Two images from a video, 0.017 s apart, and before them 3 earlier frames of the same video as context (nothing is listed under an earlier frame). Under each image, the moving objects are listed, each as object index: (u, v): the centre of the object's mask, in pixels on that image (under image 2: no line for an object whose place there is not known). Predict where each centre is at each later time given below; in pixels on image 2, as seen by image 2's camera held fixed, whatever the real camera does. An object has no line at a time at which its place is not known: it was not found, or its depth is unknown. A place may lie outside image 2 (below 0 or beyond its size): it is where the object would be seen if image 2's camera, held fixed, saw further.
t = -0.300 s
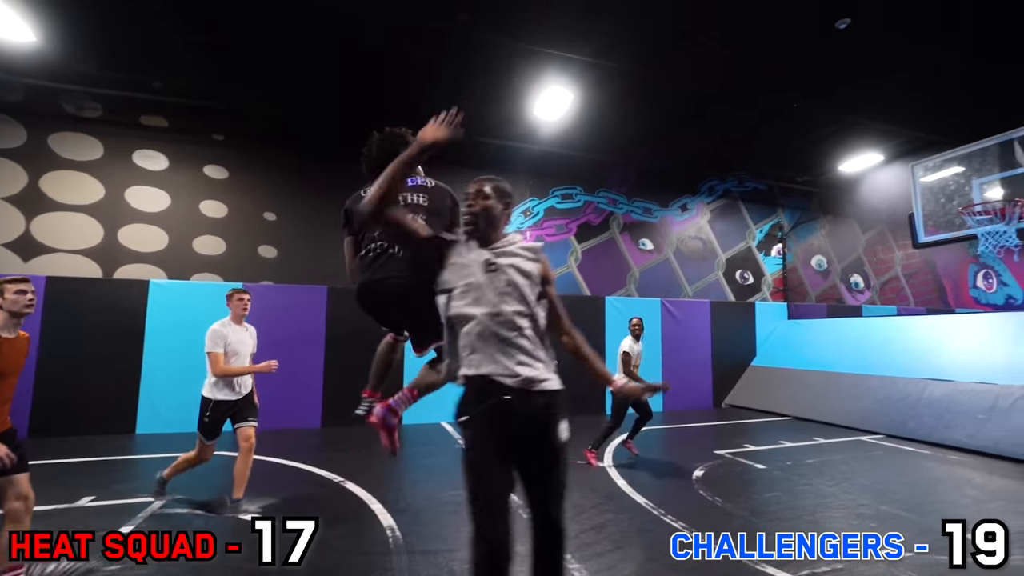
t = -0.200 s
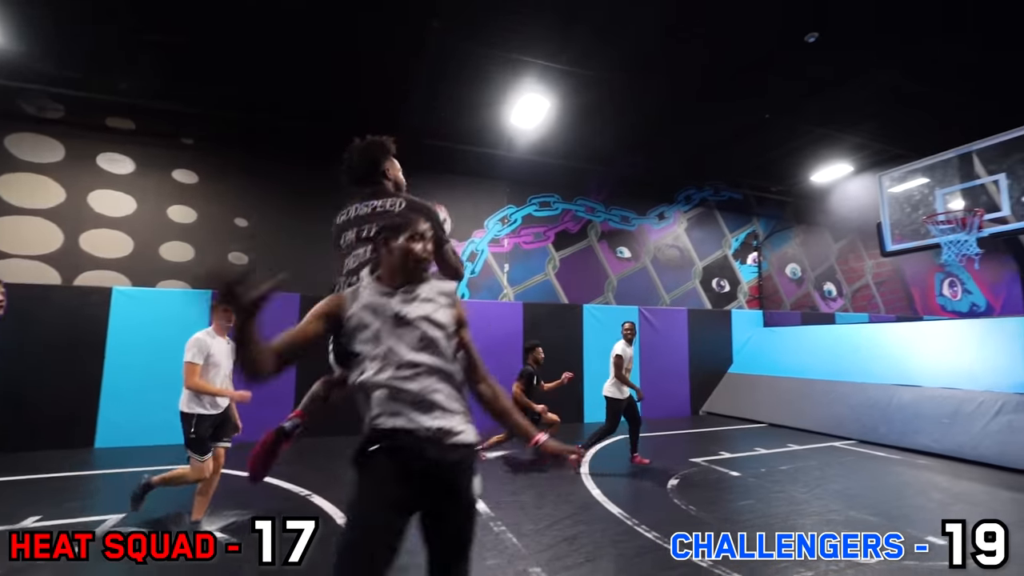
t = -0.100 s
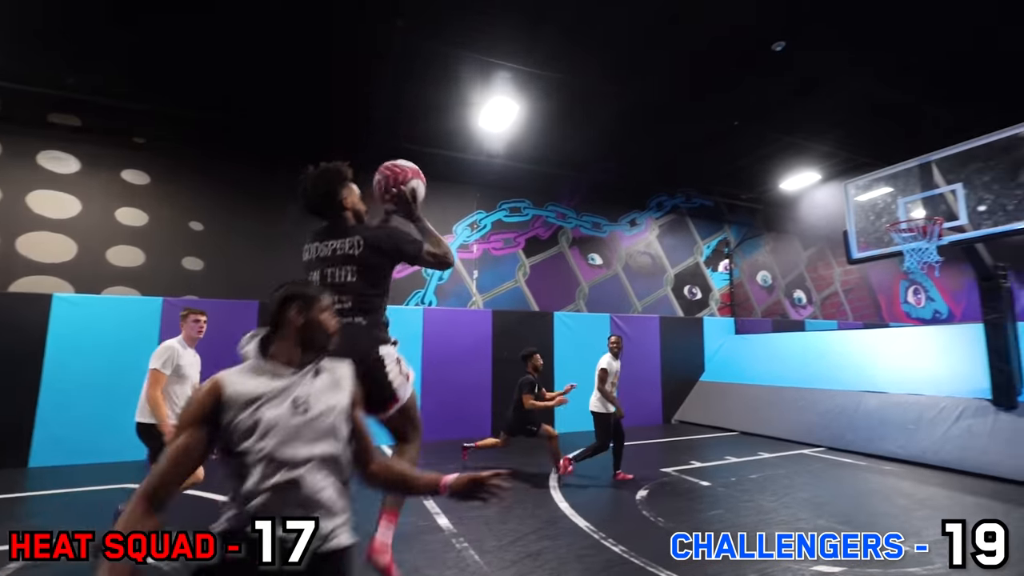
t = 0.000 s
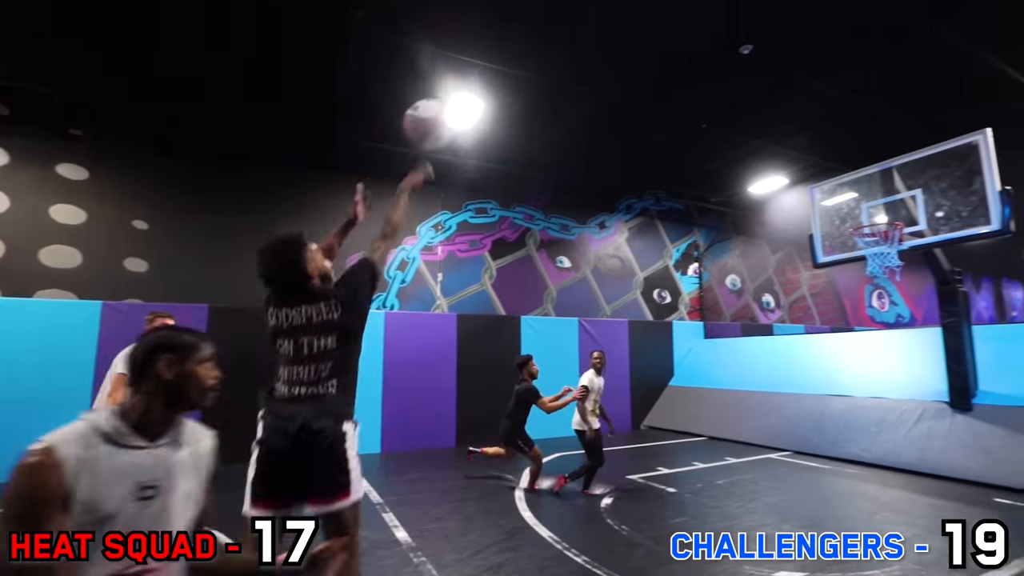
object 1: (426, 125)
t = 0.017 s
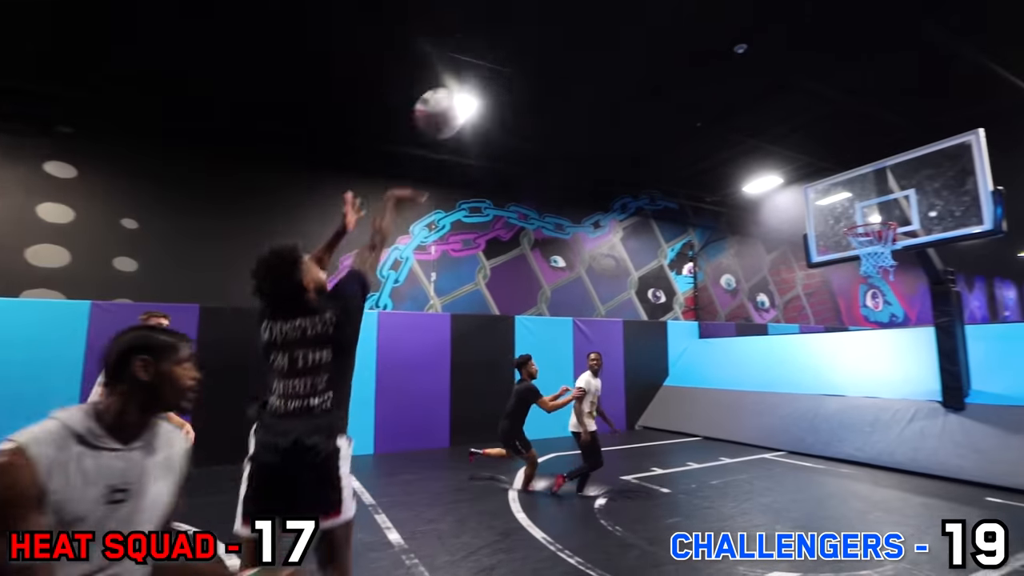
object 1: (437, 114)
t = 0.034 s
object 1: (457, 105)
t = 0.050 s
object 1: (474, 96)
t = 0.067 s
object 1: (490, 88)
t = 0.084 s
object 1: (501, 85)
